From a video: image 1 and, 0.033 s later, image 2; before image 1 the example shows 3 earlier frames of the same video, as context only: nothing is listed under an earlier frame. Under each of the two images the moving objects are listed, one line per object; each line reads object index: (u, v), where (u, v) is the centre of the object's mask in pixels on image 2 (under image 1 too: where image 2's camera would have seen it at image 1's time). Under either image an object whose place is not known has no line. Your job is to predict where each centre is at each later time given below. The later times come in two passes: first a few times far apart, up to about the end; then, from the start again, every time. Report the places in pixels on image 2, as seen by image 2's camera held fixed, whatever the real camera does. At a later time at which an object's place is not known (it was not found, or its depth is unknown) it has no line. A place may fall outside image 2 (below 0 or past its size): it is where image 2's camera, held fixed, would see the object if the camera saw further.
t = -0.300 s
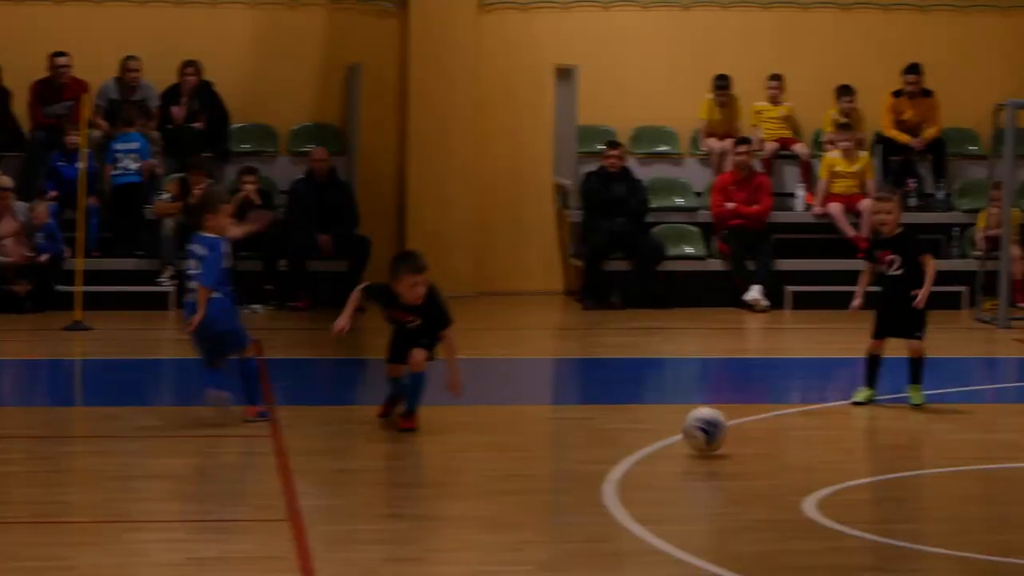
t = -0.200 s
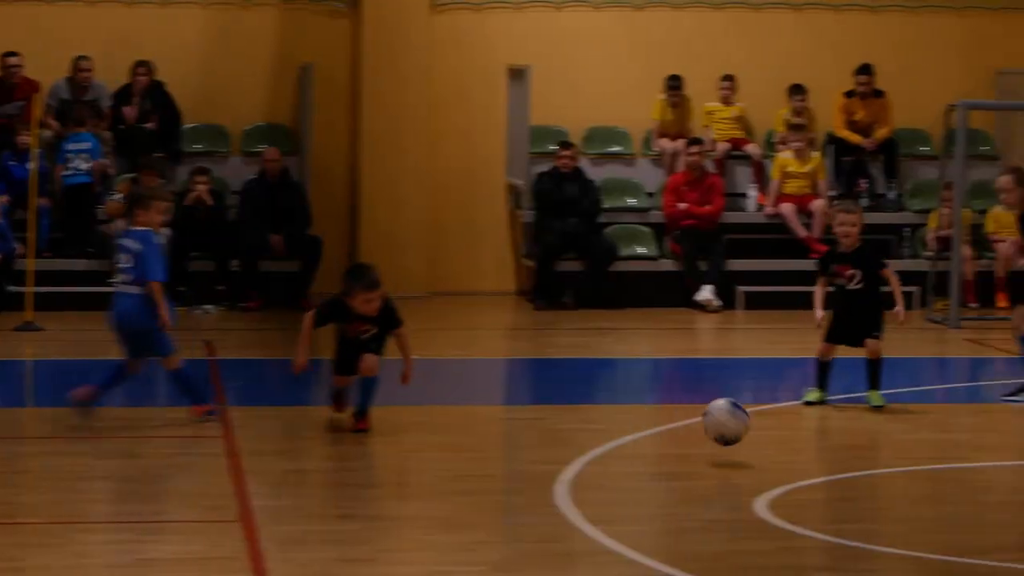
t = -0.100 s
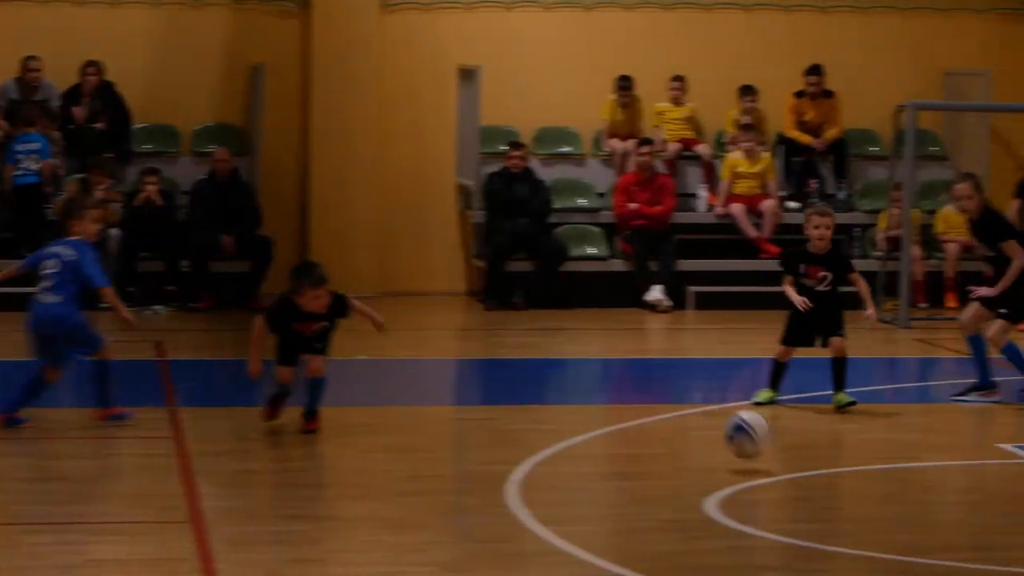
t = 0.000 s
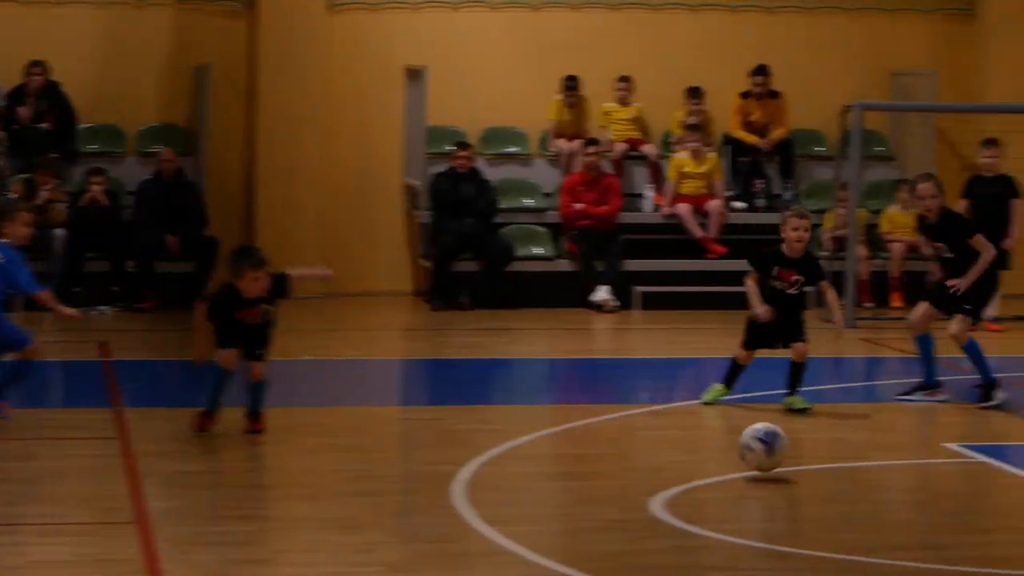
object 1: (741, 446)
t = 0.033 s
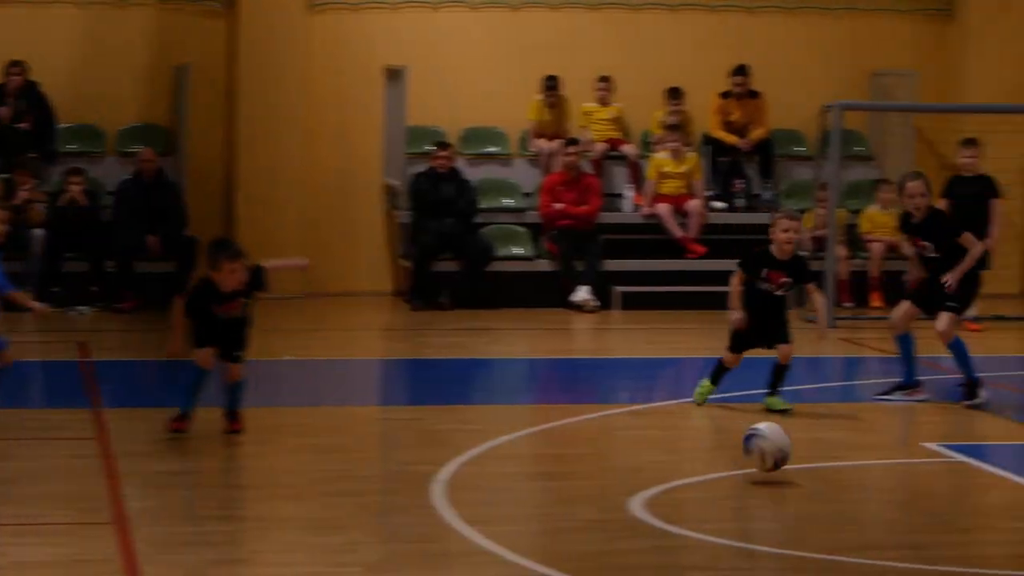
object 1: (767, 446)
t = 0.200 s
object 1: (895, 468)
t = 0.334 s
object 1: (1007, 486)
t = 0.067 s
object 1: (792, 449)
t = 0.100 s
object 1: (817, 456)
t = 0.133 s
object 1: (842, 465)
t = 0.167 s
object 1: (867, 467)
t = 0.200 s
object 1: (895, 468)
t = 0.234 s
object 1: (921, 472)
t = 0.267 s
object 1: (949, 479)
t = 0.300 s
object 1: (976, 483)
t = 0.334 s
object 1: (1007, 486)
